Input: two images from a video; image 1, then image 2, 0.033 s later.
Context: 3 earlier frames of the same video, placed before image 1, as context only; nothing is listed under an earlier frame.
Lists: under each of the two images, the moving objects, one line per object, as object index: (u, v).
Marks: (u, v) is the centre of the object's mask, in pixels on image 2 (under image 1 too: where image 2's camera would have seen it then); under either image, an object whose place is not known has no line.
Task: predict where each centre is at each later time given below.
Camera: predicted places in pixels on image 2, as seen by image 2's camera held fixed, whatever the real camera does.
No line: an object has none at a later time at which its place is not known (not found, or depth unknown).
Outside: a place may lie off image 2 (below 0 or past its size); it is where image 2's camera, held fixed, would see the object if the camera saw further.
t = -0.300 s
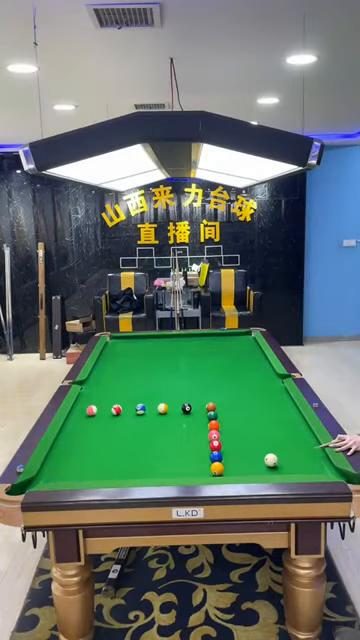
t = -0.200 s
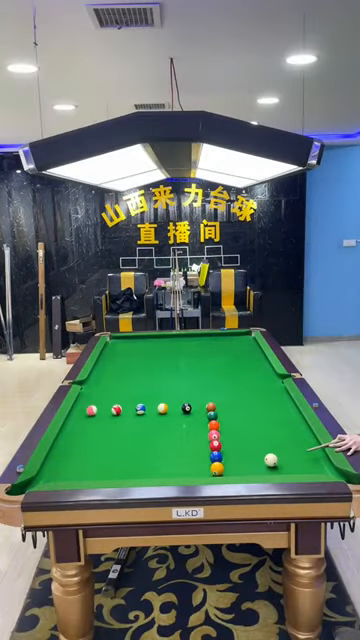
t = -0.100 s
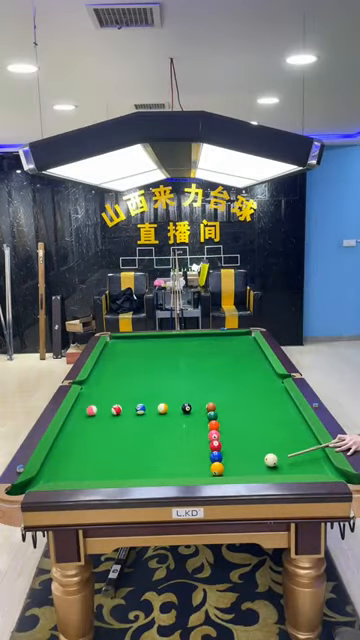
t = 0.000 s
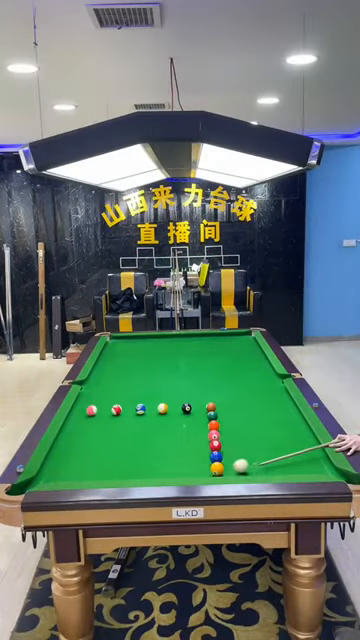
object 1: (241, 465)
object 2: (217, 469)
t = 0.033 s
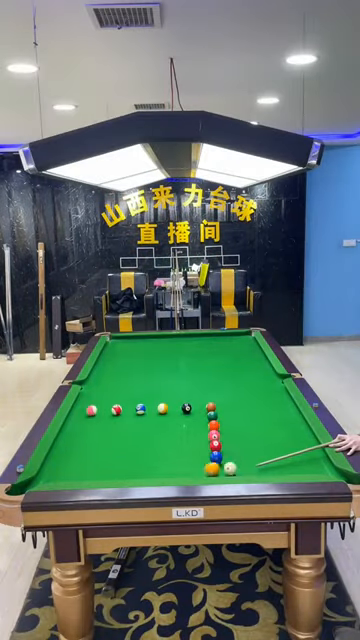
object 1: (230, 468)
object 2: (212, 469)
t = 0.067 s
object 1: (230, 469)
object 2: (197, 469)
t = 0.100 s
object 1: (231, 470)
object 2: (182, 470)
